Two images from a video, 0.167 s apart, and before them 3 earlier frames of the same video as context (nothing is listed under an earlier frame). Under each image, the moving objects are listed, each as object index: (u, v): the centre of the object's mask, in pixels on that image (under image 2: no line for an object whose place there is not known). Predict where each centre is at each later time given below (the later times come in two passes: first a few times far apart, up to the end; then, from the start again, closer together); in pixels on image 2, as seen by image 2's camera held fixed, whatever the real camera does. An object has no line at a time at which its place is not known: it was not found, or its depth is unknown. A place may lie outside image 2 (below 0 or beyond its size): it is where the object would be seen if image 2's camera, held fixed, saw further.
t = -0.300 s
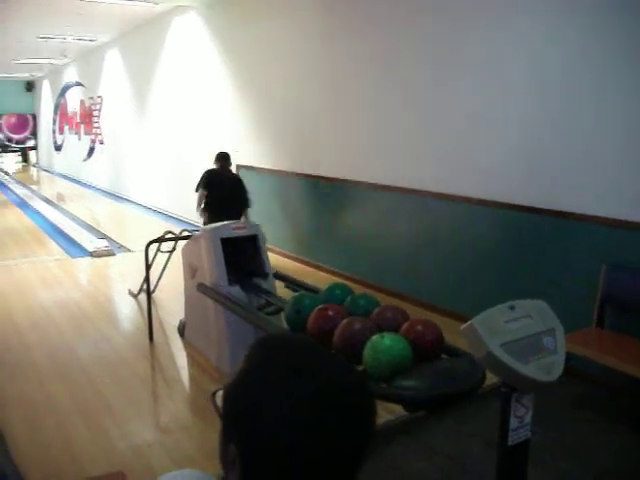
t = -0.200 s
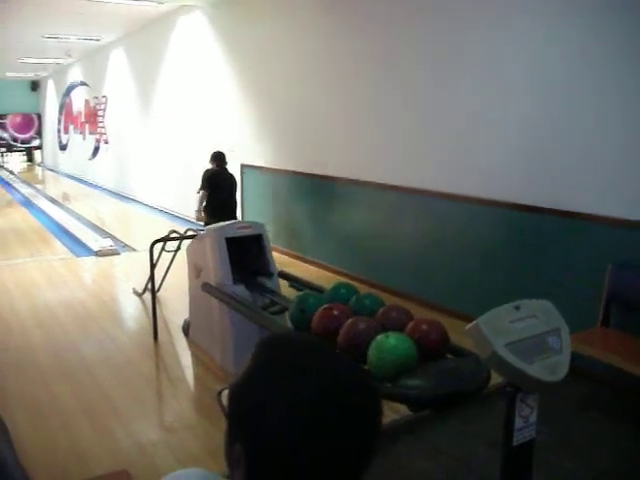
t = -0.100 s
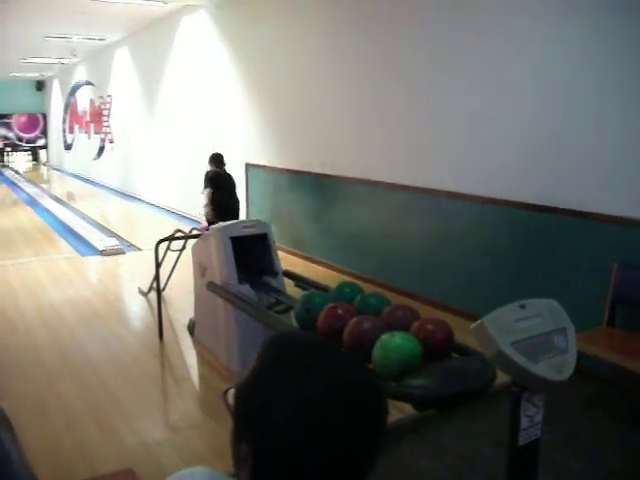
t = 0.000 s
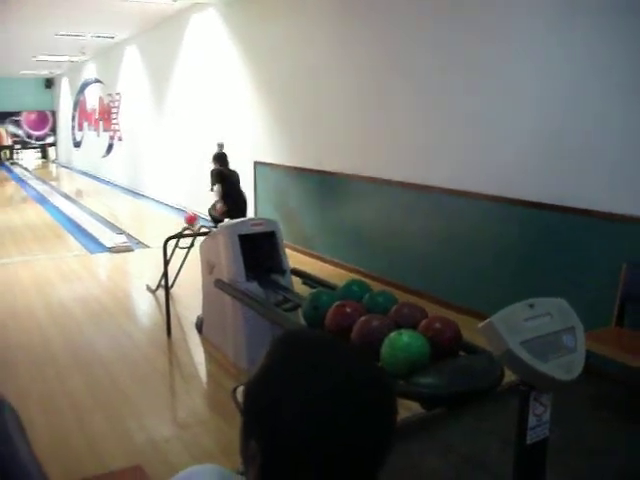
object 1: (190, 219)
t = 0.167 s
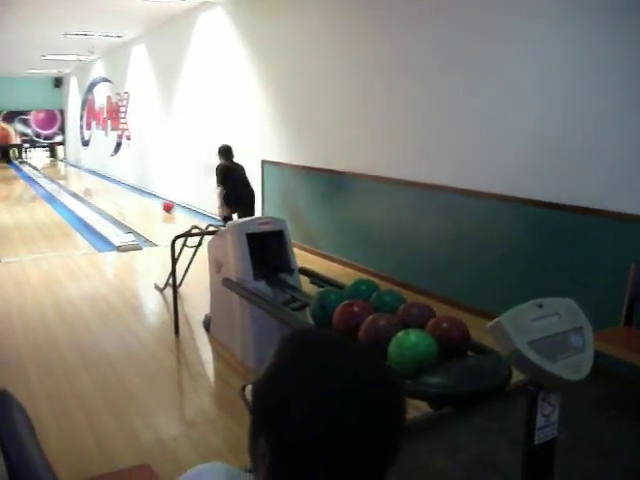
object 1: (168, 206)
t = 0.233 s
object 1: (157, 202)
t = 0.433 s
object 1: (132, 192)
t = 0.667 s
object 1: (109, 184)
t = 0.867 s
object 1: (94, 178)
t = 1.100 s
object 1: (79, 173)
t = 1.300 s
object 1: (69, 169)
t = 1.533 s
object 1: (59, 165)
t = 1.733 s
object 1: (54, 163)
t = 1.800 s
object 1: (53, 162)
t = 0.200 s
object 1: (162, 204)
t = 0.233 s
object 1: (157, 202)
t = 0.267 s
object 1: (153, 200)
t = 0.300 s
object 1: (148, 198)
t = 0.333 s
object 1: (144, 197)
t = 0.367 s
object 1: (141, 195)
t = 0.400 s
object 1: (136, 194)
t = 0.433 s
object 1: (132, 192)
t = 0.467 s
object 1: (128, 190)
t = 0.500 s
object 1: (125, 189)
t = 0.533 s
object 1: (121, 189)
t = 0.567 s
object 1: (118, 188)
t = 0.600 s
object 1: (115, 186)
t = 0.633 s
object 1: (112, 185)
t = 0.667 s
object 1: (109, 184)
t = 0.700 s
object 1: (106, 183)
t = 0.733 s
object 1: (104, 182)
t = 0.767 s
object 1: (101, 181)
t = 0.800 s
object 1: (99, 180)
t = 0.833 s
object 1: (96, 178)
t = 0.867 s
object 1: (94, 178)
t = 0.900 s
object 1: (92, 177)
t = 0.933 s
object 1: (90, 177)
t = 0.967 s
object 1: (87, 176)
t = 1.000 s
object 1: (85, 175)
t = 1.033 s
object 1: (83, 174)
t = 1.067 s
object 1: (81, 174)
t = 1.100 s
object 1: (79, 173)
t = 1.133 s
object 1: (77, 172)
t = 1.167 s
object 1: (75, 172)
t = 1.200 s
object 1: (74, 171)
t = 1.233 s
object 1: (72, 170)
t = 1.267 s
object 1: (71, 170)
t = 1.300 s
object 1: (69, 169)
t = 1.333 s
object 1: (67, 169)
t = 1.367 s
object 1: (66, 169)
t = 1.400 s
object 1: (65, 168)
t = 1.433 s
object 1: (64, 167)
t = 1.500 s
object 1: (60, 166)
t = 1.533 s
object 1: (59, 165)
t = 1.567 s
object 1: (57, 165)
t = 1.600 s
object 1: (55, 163)
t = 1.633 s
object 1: (55, 163)
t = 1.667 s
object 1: (55, 163)
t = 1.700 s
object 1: (55, 163)
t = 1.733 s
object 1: (54, 163)
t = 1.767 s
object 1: (53, 163)
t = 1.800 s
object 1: (53, 162)
